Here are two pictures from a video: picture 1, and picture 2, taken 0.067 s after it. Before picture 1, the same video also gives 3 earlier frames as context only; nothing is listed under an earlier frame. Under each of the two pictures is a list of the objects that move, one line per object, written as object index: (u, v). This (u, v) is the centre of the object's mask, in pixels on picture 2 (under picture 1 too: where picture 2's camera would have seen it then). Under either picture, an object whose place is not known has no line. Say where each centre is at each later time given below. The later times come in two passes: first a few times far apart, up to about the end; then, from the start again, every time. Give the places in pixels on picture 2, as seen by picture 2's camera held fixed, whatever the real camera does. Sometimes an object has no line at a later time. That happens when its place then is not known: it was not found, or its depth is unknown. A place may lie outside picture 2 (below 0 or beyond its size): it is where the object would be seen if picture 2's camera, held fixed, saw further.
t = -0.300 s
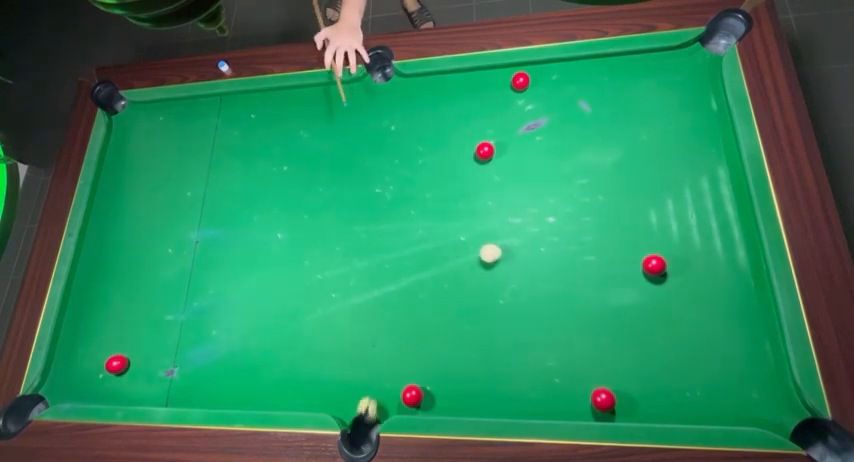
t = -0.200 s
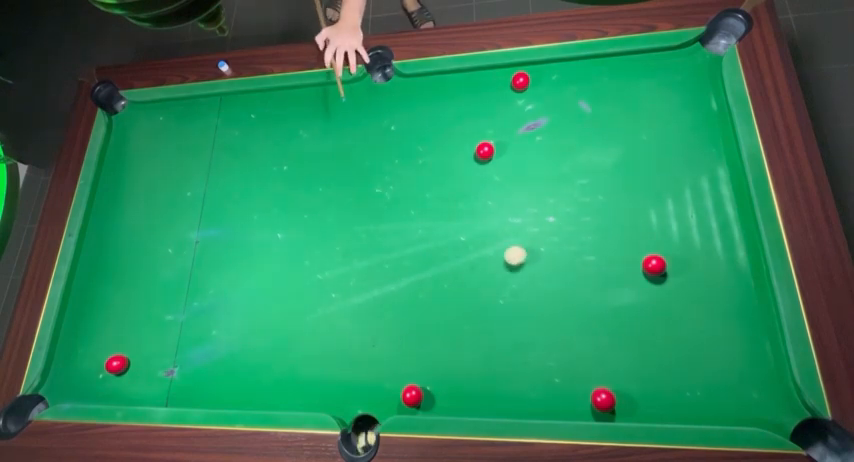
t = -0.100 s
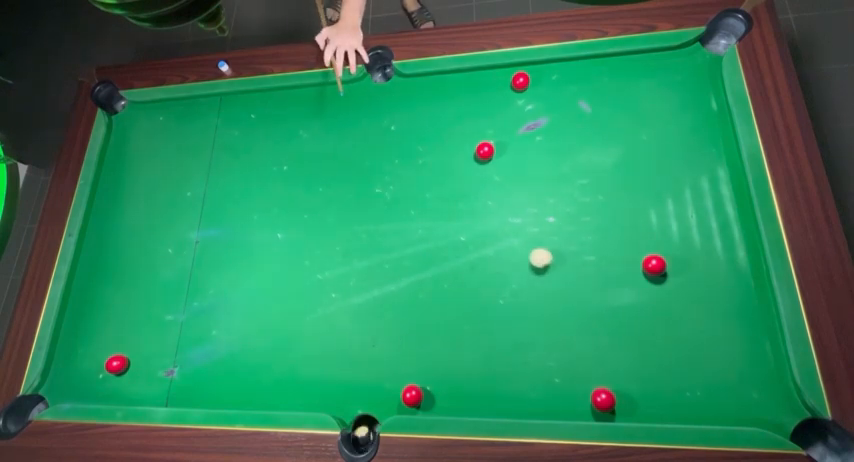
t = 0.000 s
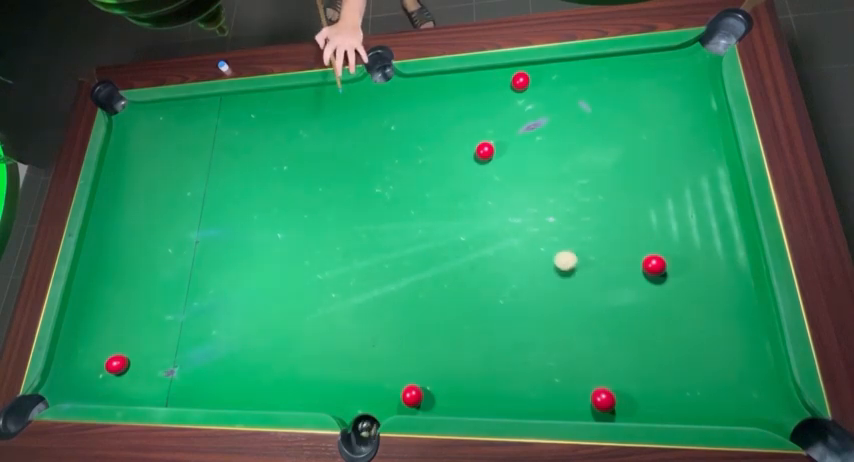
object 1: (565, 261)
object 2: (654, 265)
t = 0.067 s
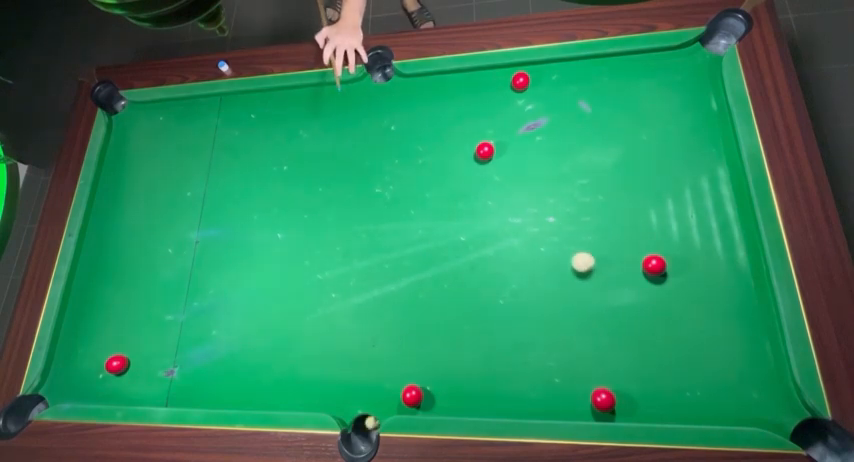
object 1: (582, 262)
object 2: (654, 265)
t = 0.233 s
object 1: (625, 266)
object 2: (654, 265)
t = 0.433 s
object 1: (637, 271)
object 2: (683, 265)
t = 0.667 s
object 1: (645, 276)
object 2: (716, 265)
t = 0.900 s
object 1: (651, 280)
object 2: (748, 264)
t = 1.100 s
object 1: (655, 283)
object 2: (742, 264)
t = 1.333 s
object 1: (658, 285)
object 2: (723, 264)
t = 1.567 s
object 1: (659, 285)
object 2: (706, 264)
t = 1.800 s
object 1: (659, 285)
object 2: (692, 264)
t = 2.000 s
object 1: (659, 285)
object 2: (680, 263)
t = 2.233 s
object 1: (658, 285)
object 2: (669, 262)
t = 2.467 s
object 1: (659, 285)
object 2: (661, 262)
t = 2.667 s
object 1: (659, 285)
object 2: (654, 261)
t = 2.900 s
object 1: (659, 285)
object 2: (649, 260)
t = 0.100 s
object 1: (591, 263)
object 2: (654, 265)
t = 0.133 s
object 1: (600, 264)
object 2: (654, 265)
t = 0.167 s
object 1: (608, 265)
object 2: (654, 265)
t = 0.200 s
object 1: (616, 265)
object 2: (654, 265)
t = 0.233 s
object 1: (625, 266)
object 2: (654, 265)
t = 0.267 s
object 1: (631, 267)
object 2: (656, 265)
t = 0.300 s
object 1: (631, 268)
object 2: (662, 265)
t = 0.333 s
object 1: (633, 269)
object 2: (668, 265)
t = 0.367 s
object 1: (634, 270)
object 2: (673, 265)
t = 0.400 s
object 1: (635, 271)
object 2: (678, 265)
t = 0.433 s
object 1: (637, 271)
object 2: (683, 265)
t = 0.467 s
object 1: (638, 272)
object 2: (687, 265)
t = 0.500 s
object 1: (639, 273)
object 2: (692, 265)
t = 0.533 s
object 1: (641, 273)
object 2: (697, 265)
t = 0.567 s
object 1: (642, 274)
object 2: (702, 265)
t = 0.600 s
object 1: (643, 275)
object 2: (707, 265)
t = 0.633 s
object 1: (644, 275)
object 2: (711, 265)
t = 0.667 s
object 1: (645, 276)
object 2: (716, 265)
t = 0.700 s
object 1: (646, 277)
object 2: (721, 265)
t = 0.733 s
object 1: (647, 278)
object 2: (725, 264)
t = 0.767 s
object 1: (648, 278)
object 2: (730, 265)
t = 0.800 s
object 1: (649, 279)
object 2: (734, 265)
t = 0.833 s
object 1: (650, 279)
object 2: (739, 264)
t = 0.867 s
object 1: (651, 280)
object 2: (743, 264)
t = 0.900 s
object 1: (651, 280)
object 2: (748, 264)
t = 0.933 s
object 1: (652, 280)
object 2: (752, 264)
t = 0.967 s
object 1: (653, 281)
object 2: (754, 264)
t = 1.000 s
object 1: (653, 281)
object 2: (751, 264)
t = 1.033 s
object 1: (654, 282)
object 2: (748, 264)
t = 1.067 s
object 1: (655, 283)
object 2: (745, 264)
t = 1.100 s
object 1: (655, 283)
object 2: (742, 264)
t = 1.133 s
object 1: (656, 283)
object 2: (739, 265)
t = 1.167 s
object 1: (656, 283)
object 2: (736, 264)
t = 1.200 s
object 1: (657, 284)
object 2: (734, 264)
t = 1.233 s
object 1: (657, 284)
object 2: (731, 264)
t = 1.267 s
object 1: (658, 284)
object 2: (729, 264)
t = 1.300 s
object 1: (658, 284)
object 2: (726, 265)
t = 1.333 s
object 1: (658, 285)
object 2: (723, 264)
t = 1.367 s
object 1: (658, 285)
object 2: (721, 265)
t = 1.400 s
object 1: (659, 285)
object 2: (718, 264)
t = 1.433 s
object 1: (659, 285)
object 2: (716, 265)
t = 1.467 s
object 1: (659, 285)
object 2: (713, 264)
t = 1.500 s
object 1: (659, 285)
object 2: (711, 265)
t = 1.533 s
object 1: (659, 285)
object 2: (709, 264)
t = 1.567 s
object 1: (659, 285)
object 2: (706, 264)
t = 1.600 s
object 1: (659, 285)
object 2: (704, 264)
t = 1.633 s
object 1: (659, 285)
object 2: (702, 264)
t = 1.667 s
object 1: (659, 285)
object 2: (700, 264)
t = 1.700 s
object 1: (659, 285)
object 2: (698, 264)
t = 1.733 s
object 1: (659, 285)
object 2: (696, 264)
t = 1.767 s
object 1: (659, 285)
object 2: (693, 264)
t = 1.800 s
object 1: (659, 285)
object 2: (692, 264)
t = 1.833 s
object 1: (659, 285)
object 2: (690, 264)
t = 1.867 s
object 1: (659, 285)
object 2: (688, 264)
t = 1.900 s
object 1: (659, 285)
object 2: (686, 264)
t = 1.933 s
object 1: (659, 285)
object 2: (684, 264)
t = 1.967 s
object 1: (659, 285)
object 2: (682, 263)
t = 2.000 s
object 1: (659, 285)
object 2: (680, 263)
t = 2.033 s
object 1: (659, 285)
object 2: (679, 264)
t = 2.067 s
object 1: (659, 285)
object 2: (677, 263)
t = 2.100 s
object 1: (659, 285)
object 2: (675, 263)
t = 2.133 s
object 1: (659, 285)
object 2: (674, 263)
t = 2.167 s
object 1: (659, 285)
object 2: (672, 262)
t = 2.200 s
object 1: (658, 285)
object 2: (671, 262)
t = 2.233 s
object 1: (658, 285)
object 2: (669, 262)
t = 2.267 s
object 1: (658, 285)
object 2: (668, 262)
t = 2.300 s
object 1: (658, 285)
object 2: (667, 262)
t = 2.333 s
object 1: (659, 285)
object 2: (665, 262)
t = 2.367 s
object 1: (659, 285)
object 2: (664, 262)
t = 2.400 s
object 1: (659, 285)
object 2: (663, 262)
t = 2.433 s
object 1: (659, 285)
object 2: (662, 262)
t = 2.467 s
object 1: (659, 285)
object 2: (661, 262)
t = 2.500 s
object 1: (659, 285)
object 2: (659, 261)
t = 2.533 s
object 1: (659, 285)
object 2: (658, 261)
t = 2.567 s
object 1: (659, 285)
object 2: (657, 260)
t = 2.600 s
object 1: (659, 285)
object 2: (656, 261)
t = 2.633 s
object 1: (659, 285)
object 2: (655, 261)
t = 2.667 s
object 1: (659, 285)
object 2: (654, 261)
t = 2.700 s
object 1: (659, 285)
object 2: (653, 261)
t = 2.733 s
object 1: (659, 285)
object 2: (653, 261)
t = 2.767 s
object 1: (659, 285)
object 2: (652, 260)
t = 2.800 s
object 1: (659, 285)
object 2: (651, 260)
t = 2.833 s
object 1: (659, 285)
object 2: (650, 260)
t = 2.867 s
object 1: (659, 285)
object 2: (649, 260)
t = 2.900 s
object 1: (659, 285)
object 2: (649, 260)
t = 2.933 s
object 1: (659, 285)
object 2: (648, 260)
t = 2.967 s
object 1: (659, 285)
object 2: (647, 260)
